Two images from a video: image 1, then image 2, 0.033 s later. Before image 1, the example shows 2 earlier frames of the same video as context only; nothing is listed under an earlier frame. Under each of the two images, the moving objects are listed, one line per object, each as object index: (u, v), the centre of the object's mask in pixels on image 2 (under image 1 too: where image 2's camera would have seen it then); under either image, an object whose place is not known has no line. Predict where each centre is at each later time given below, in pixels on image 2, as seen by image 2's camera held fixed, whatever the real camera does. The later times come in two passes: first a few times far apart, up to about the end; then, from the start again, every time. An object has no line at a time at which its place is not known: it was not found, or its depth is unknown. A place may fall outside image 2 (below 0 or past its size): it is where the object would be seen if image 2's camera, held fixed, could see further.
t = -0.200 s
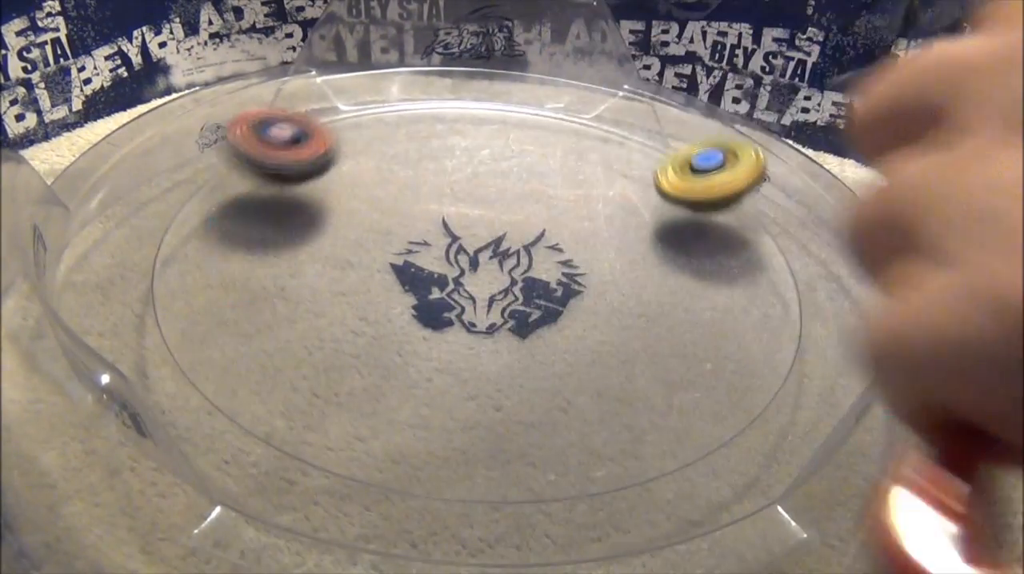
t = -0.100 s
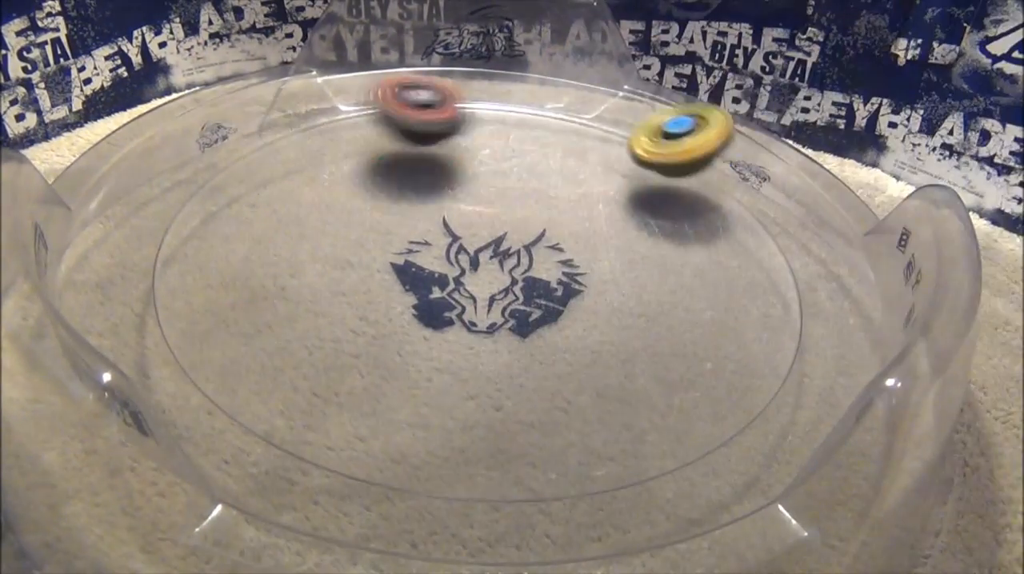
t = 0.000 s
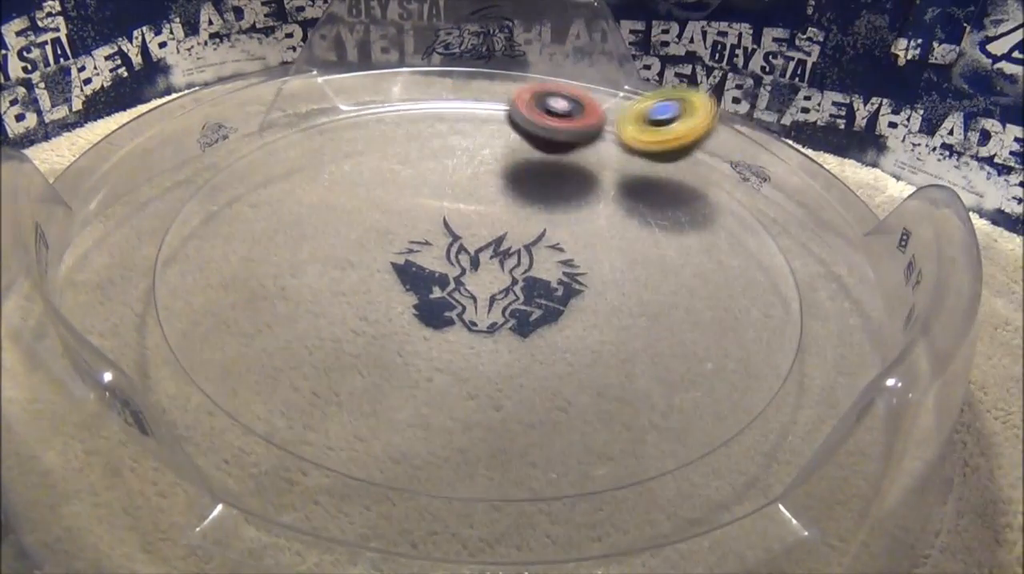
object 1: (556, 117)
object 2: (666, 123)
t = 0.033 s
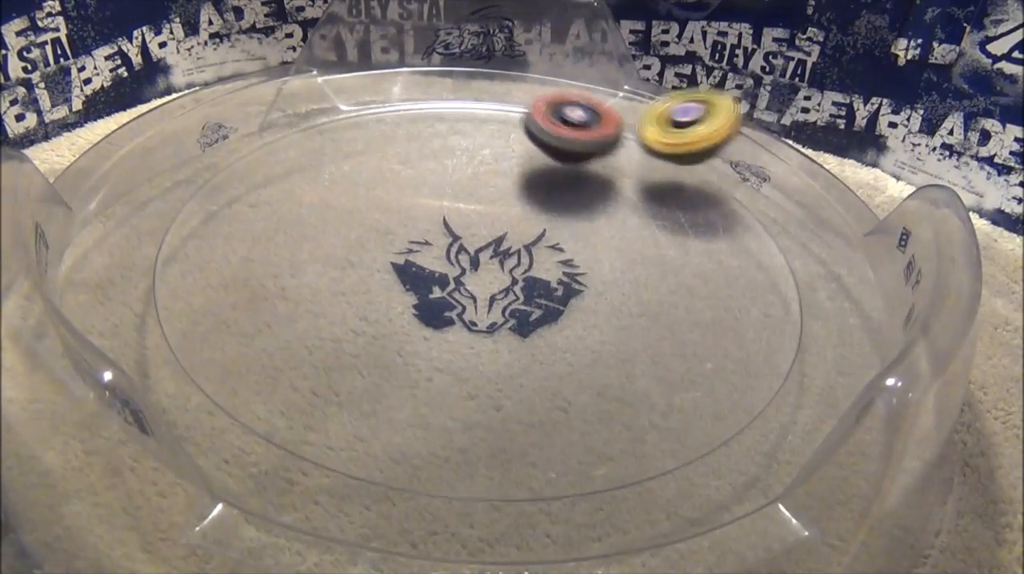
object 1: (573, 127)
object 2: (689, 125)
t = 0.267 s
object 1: (672, 336)
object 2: (760, 137)
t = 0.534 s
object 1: (156, 324)
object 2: (698, 130)
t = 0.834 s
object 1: (409, 78)
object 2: (523, 207)
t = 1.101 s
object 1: (795, 242)
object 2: (309, 150)
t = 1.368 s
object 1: (305, 397)
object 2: (373, 90)
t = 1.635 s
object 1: (302, 126)
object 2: (589, 246)
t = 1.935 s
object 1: (746, 174)
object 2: (272, 403)
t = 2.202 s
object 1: (522, 443)
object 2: (187, 125)
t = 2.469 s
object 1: (209, 188)
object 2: (607, 107)
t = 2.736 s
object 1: (549, 86)
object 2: (703, 403)
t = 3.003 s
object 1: (792, 314)
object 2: (174, 249)
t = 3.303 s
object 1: (189, 319)
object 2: (569, 109)
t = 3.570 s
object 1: (356, 87)
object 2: (770, 345)
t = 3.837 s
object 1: (735, 175)
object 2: (250, 334)
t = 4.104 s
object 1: (572, 442)
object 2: (443, 97)
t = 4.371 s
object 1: (169, 212)
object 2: (784, 226)
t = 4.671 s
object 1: (546, 106)
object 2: (340, 372)
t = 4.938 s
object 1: (793, 311)
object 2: (302, 101)
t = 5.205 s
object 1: (286, 379)
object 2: (694, 143)
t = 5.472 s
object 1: (337, 134)
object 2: (573, 403)
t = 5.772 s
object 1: (740, 169)
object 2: (184, 179)
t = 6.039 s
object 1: (616, 422)
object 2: (536, 112)
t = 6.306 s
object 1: (220, 229)
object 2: (732, 359)
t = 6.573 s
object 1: (459, 77)
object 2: (228, 350)
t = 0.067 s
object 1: (592, 141)
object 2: (709, 127)
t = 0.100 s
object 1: (613, 162)
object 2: (726, 130)
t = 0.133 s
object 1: (636, 186)
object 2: (740, 131)
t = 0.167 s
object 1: (658, 217)
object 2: (750, 134)
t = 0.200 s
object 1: (675, 255)
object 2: (757, 135)
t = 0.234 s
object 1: (681, 296)
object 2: (760, 136)
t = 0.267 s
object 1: (672, 336)
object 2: (760, 137)
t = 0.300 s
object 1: (646, 376)
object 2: (757, 137)
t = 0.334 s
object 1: (598, 410)
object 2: (752, 137)
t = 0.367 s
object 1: (531, 439)
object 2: (745, 137)
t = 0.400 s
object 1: (448, 438)
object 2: (736, 136)
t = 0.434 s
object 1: (362, 423)
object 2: (726, 135)
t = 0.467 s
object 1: (282, 398)
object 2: (717, 134)
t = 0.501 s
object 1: (205, 367)
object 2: (706, 132)
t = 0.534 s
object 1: (156, 324)
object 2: (698, 130)
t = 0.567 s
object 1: (128, 277)
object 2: (688, 133)
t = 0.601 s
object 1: (127, 233)
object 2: (678, 141)
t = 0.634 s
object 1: (140, 194)
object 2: (664, 146)
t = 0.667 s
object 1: (165, 161)
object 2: (648, 154)
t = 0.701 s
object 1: (203, 130)
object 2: (631, 166)
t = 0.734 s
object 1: (246, 109)
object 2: (611, 179)
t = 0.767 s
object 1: (294, 91)
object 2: (587, 192)
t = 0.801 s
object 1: (346, 79)
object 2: (556, 201)
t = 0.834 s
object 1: (409, 78)
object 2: (523, 207)
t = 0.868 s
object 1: (469, 78)
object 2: (488, 210)
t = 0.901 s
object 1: (526, 83)
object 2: (453, 209)
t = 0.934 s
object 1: (587, 93)
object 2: (418, 204)
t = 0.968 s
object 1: (640, 109)
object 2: (387, 196)
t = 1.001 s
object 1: (694, 131)
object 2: (359, 186)
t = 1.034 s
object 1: (737, 164)
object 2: (337, 174)
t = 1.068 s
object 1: (772, 200)
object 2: (320, 162)
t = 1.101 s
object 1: (795, 242)
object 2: (309, 150)
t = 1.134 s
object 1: (799, 287)
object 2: (304, 140)
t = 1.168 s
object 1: (784, 332)
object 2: (304, 131)
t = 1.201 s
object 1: (742, 377)
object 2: (308, 121)
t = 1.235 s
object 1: (674, 413)
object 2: (314, 112)
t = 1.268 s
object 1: (585, 436)
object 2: (322, 103)
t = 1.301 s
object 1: (487, 438)
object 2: (333, 94)
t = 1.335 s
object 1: (393, 423)
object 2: (352, 92)
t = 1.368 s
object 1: (305, 397)
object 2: (373, 90)
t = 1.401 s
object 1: (247, 362)
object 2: (398, 88)
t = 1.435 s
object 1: (206, 322)
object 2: (426, 89)
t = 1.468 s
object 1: (187, 281)
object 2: (458, 97)
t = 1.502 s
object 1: (186, 241)
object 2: (490, 113)
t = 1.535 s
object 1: (199, 206)
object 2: (523, 139)
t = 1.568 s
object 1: (225, 175)
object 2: (552, 171)
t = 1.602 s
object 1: (260, 146)
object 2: (574, 208)
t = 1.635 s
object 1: (302, 126)
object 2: (589, 246)
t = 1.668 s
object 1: (349, 109)
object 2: (594, 285)
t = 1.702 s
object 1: (402, 96)
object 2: (589, 324)
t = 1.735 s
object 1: (454, 88)
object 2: (573, 358)
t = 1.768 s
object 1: (505, 83)
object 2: (543, 388)
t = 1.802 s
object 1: (560, 85)
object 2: (499, 414)
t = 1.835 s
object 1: (612, 102)
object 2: (445, 434)
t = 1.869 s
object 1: (659, 120)
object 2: (382, 431)
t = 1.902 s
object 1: (706, 144)
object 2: (327, 421)
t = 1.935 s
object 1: (746, 174)
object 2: (272, 403)
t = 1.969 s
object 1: (775, 210)
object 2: (221, 378)
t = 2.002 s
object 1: (794, 247)
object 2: (185, 344)
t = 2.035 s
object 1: (798, 289)
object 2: (148, 313)
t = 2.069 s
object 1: (783, 334)
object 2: (125, 275)
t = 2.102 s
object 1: (746, 374)
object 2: (120, 234)
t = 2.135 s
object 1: (686, 410)
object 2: (130, 192)
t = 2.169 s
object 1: (608, 434)
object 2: (153, 157)
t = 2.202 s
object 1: (522, 443)
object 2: (187, 125)
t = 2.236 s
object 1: (433, 438)
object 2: (229, 102)
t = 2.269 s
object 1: (353, 417)
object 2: (275, 83)
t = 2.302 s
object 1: (286, 384)
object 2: (327, 73)
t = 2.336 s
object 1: (238, 344)
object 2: (381, 69)
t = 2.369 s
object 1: (207, 303)
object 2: (437, 69)
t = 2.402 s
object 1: (194, 263)
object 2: (494, 77)
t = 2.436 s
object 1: (196, 223)
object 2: (551, 91)
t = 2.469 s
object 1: (209, 188)
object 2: (607, 107)
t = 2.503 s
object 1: (232, 155)
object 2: (660, 128)
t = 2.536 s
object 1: (259, 128)
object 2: (713, 155)
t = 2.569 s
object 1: (295, 104)
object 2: (759, 184)
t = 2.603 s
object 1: (337, 89)
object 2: (790, 222)
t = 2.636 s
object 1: (389, 82)
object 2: (804, 265)
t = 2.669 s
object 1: (442, 79)
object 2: (798, 311)
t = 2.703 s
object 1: (495, 80)
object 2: (764, 360)
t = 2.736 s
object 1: (549, 86)
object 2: (703, 403)
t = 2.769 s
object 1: (601, 98)
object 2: (623, 430)
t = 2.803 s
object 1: (652, 116)
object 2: (523, 439)
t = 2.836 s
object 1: (697, 140)
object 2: (419, 431)
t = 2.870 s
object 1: (738, 169)
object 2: (328, 406)
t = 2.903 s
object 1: (769, 200)
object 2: (258, 371)
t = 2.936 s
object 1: (792, 236)
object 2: (207, 332)
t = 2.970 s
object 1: (799, 275)
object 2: (179, 289)
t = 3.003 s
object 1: (792, 314)
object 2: (174, 249)
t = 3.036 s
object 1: (761, 357)
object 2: (186, 214)
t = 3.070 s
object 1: (711, 389)
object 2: (212, 183)
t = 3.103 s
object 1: (642, 416)
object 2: (247, 159)
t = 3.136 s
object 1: (559, 430)
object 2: (289, 138)
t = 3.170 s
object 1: (468, 430)
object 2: (338, 122)
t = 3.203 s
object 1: (380, 416)
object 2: (394, 112)
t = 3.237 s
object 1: (301, 391)
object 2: (450, 106)
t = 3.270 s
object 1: (239, 358)
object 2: (508, 106)
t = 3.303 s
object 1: (189, 319)
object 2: (569, 109)
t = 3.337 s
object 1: (162, 279)
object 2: (626, 116)
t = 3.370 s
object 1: (160, 237)
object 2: (681, 128)
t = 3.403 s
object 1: (168, 200)
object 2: (722, 154)
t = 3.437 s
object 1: (192, 167)
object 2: (757, 187)
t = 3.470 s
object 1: (225, 138)
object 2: (784, 220)
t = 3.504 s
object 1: (263, 116)
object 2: (797, 262)
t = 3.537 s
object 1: (308, 100)
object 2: (795, 304)
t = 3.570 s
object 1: (356, 87)
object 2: (770, 345)
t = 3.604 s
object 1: (405, 79)
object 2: (724, 388)
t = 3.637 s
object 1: (456, 79)
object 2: (653, 418)
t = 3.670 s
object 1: (508, 82)
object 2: (571, 437)
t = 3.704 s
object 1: (560, 91)
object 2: (490, 439)
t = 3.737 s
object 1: (609, 105)
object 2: (407, 428)
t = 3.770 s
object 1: (656, 122)
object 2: (341, 404)
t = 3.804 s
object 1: (700, 147)
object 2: (286, 372)
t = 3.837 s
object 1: (735, 175)
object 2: (250, 334)
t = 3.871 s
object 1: (764, 205)
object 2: (233, 291)
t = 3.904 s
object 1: (783, 240)
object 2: (233, 253)
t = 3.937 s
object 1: (792, 279)
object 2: (247, 217)
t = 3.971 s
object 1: (790, 318)
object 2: (273, 182)
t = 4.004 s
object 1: (771, 362)
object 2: (308, 154)
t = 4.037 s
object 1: (722, 398)
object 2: (347, 132)
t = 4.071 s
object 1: (656, 425)
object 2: (395, 113)
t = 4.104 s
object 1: (572, 442)
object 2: (443, 97)
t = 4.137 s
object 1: (479, 441)
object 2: (492, 86)
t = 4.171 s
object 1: (395, 429)
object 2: (544, 82)
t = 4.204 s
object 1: (311, 402)
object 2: (592, 91)
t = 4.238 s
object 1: (246, 368)
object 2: (640, 108)
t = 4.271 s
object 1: (201, 328)
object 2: (684, 133)
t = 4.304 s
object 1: (173, 288)
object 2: (725, 160)
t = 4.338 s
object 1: (164, 248)
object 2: (759, 190)
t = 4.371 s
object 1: (169, 212)
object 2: (784, 226)
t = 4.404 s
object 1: (188, 179)
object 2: (795, 263)
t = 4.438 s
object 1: (217, 151)
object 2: (791, 303)
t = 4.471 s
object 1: (253, 130)
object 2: (764, 344)
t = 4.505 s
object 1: (296, 113)
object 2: (718, 375)
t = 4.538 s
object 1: (342, 103)
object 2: (651, 401)
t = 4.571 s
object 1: (393, 96)
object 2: (575, 412)
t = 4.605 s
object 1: (444, 95)
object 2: (491, 411)
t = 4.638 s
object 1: (495, 99)
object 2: (411, 397)
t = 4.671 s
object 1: (546, 106)
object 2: (340, 372)
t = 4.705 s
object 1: (597, 117)
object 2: (284, 335)
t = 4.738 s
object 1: (645, 131)
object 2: (244, 296)
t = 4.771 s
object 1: (693, 150)
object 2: (222, 254)
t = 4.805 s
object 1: (738, 174)
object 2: (215, 213)
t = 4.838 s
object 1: (773, 200)
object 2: (220, 177)
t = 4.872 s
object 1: (793, 234)
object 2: (234, 142)
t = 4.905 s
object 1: (801, 272)
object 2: (259, 114)
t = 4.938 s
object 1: (793, 311)
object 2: (302, 101)
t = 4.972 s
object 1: (774, 353)
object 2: (347, 88)
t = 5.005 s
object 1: (732, 389)
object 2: (397, 80)
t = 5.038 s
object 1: (670, 417)
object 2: (449, 79)
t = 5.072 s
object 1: (594, 434)
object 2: (501, 80)
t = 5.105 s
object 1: (509, 440)
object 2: (554, 88)
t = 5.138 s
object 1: (427, 432)
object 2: (607, 102)
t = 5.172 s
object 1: (347, 410)
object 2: (654, 120)
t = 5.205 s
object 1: (286, 379)
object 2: (694, 143)
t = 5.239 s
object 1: (243, 343)
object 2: (728, 173)
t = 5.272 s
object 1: (218, 304)
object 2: (752, 203)
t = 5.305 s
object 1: (210, 267)
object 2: (765, 239)
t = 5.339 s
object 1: (217, 232)
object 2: (761, 276)
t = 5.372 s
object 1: (236, 200)
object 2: (740, 317)
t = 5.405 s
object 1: (263, 173)
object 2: (702, 353)
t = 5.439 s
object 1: (297, 151)
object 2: (643, 383)
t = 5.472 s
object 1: (337, 134)
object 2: (573, 403)
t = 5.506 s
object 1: (382, 122)
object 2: (492, 412)
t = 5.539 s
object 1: (429, 113)
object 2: (406, 408)
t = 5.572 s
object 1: (476, 108)
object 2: (323, 394)
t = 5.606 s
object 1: (524, 107)
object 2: (248, 369)
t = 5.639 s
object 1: (573, 110)
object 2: (200, 331)
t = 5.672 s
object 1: (620, 118)
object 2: (171, 291)
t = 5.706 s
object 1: (666, 126)
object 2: (161, 251)
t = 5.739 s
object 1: (708, 142)
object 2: (168, 212)
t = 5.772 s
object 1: (740, 169)
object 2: (184, 179)
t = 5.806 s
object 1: (770, 198)
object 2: (212, 151)
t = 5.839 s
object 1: (787, 231)
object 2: (248, 126)
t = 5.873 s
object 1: (799, 266)
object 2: (290, 109)
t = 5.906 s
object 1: (796, 303)
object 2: (335, 97)
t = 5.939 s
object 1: (777, 341)
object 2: (384, 92)
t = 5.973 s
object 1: (741, 375)
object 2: (435, 92)
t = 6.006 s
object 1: (687, 402)
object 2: (487, 99)
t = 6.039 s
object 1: (616, 422)
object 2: (536, 112)
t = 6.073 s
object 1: (537, 426)
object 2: (584, 130)
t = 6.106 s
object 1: (459, 419)
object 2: (628, 153)
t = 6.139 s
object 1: (385, 401)
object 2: (667, 180)
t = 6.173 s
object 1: (321, 371)
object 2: (701, 210)
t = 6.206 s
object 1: (274, 338)
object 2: (726, 244)
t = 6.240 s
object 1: (240, 301)
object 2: (740, 282)
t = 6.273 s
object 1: (224, 266)
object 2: (744, 319)
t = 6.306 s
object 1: (220, 229)
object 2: (732, 359)
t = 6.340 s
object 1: (227, 196)
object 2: (707, 398)
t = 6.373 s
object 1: (245, 167)
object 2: (649, 423)
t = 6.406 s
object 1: (269, 141)
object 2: (579, 439)
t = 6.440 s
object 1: (298, 121)
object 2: (502, 442)
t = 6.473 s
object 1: (333, 104)
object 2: (423, 433)
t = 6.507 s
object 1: (373, 91)
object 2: (348, 414)
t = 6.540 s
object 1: (416, 82)
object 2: (280, 386)
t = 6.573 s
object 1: (459, 77)
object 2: (228, 350)
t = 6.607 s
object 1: (504, 82)
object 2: (195, 312)
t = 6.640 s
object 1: (552, 88)
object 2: (186, 275)
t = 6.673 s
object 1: (598, 97)
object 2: (194, 240)
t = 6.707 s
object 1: (640, 113)
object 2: (217, 209)
